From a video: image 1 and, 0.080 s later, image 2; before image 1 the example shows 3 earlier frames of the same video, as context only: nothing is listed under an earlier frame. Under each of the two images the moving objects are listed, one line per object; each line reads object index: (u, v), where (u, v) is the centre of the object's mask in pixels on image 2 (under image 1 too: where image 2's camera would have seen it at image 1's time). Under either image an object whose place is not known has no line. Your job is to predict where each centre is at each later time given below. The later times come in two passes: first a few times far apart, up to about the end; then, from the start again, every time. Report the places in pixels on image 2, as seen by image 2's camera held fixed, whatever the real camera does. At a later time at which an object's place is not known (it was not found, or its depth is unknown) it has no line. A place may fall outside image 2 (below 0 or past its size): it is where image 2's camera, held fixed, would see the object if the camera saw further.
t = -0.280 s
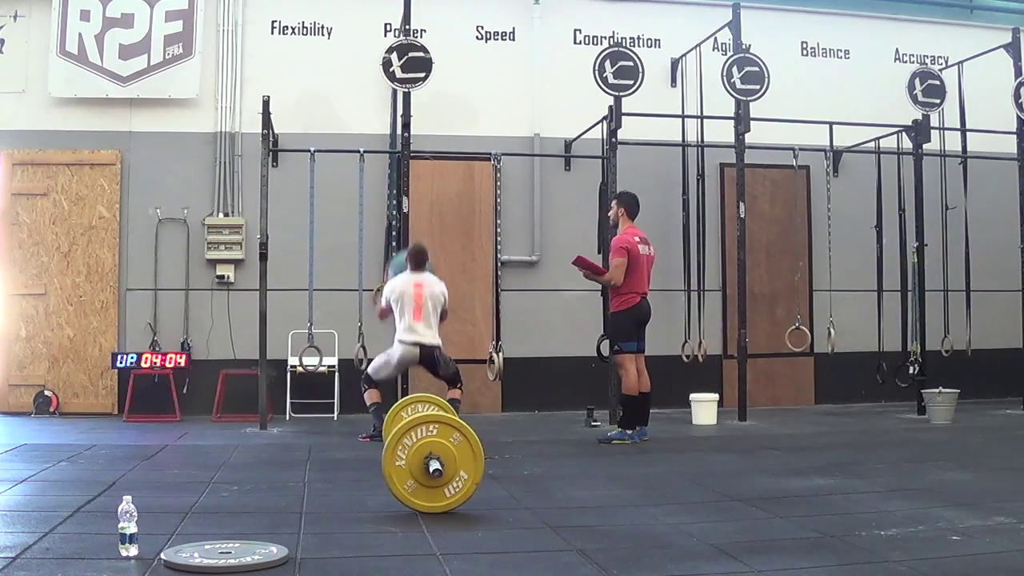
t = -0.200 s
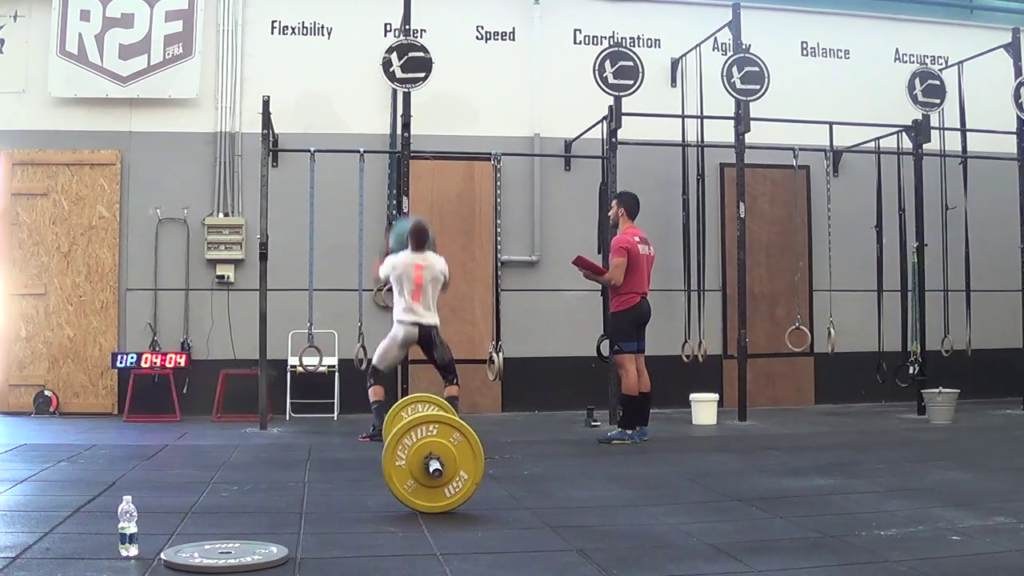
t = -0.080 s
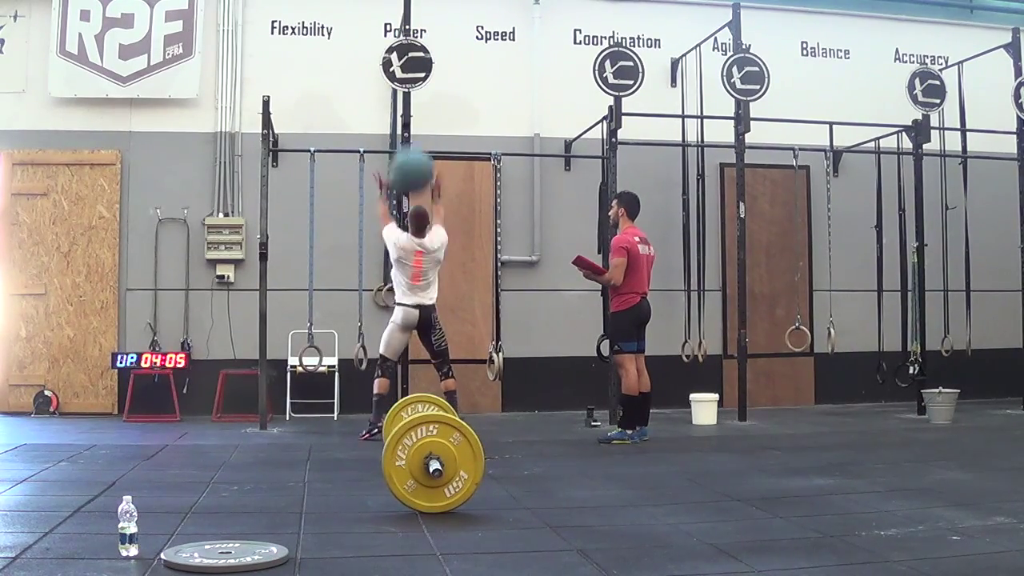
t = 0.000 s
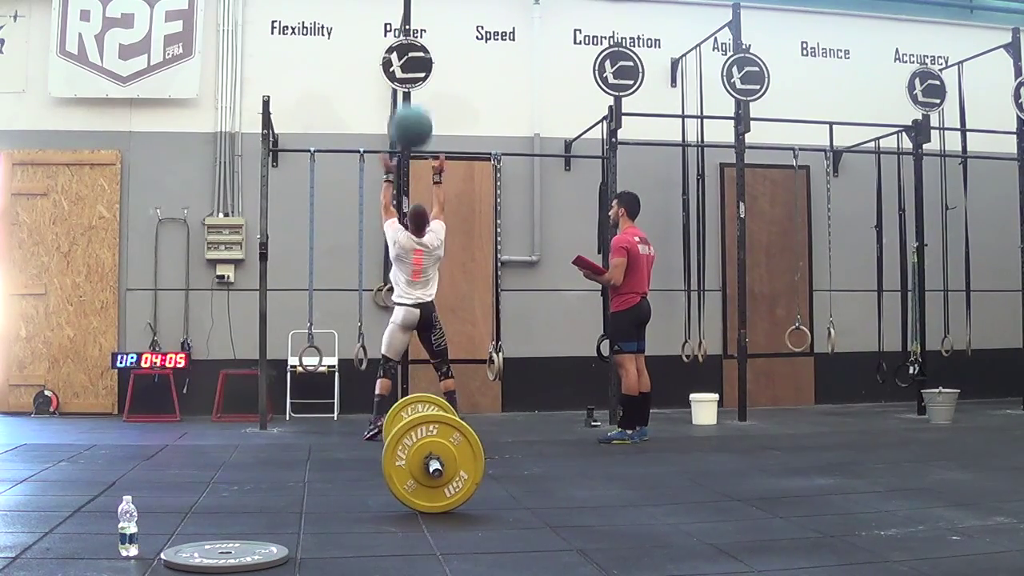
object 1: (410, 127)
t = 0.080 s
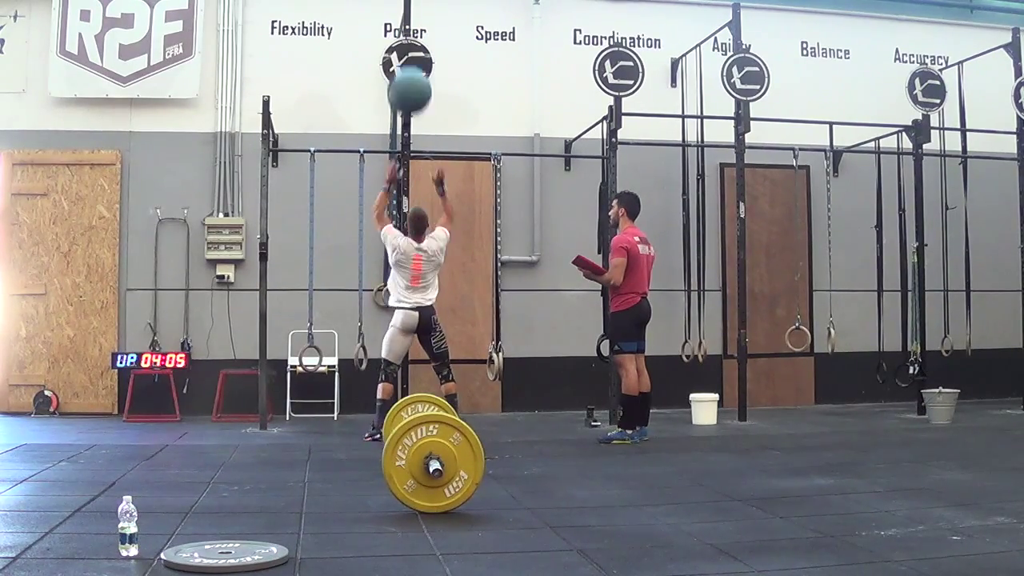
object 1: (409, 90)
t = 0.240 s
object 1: (408, 45)
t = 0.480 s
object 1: (406, 31)
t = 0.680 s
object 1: (405, 67)
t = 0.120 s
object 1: (409, 76)
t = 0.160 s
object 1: (407, 65)
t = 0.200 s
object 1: (408, 54)
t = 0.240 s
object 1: (408, 45)
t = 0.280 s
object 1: (407, 38)
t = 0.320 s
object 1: (406, 34)
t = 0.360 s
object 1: (407, 31)
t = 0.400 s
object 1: (406, 30)
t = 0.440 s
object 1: (406, 30)
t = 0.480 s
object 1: (406, 31)
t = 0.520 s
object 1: (406, 35)
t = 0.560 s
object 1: (406, 41)
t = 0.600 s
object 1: (406, 48)
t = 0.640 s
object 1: (405, 59)
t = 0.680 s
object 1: (405, 67)
